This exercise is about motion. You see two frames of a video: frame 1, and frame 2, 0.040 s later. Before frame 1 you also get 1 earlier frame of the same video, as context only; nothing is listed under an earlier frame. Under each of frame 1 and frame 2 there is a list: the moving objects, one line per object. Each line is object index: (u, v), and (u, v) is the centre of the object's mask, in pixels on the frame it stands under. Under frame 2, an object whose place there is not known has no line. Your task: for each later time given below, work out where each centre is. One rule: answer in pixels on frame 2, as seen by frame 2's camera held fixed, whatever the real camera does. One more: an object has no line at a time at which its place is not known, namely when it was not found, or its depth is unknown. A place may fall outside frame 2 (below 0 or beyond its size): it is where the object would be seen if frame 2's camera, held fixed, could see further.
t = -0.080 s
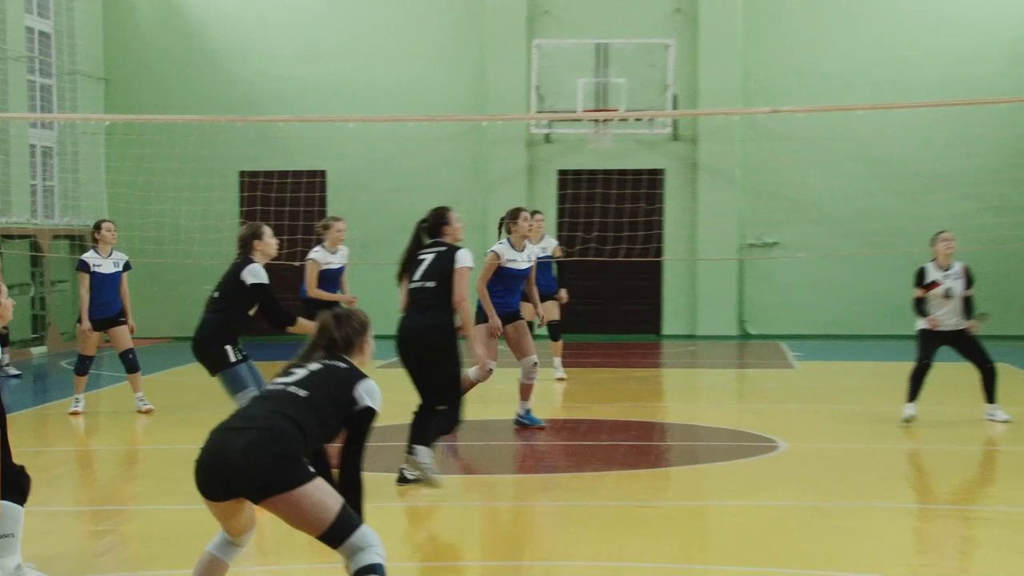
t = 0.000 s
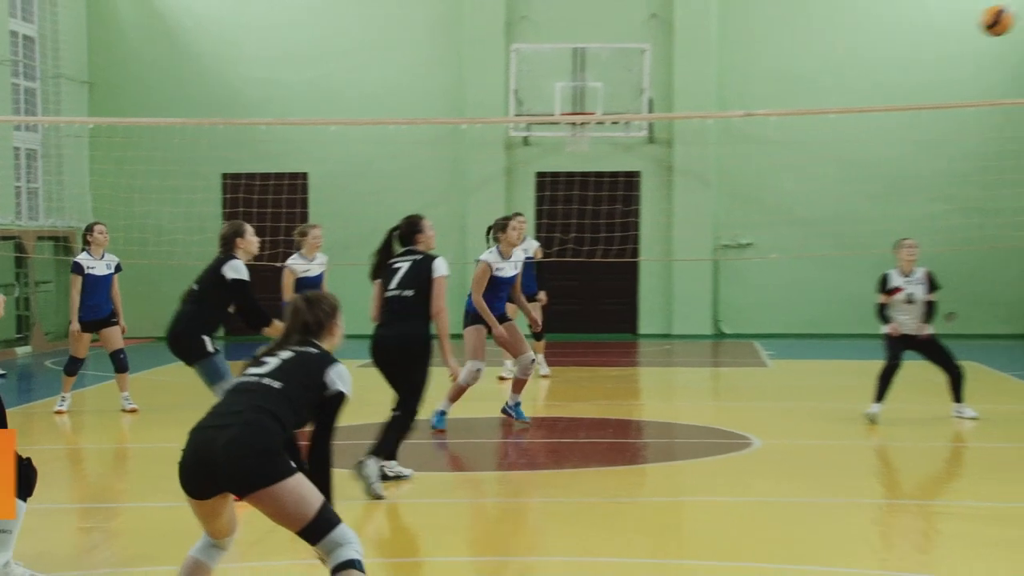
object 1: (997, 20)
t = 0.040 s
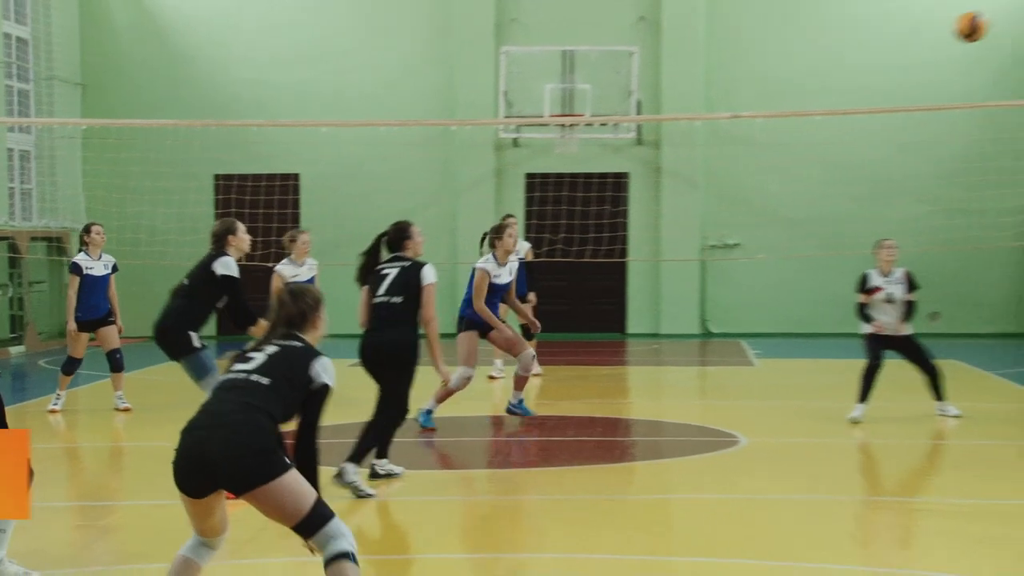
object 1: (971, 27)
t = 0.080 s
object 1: (963, 31)
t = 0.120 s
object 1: (956, 38)
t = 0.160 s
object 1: (947, 48)
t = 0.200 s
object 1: (940, 59)
